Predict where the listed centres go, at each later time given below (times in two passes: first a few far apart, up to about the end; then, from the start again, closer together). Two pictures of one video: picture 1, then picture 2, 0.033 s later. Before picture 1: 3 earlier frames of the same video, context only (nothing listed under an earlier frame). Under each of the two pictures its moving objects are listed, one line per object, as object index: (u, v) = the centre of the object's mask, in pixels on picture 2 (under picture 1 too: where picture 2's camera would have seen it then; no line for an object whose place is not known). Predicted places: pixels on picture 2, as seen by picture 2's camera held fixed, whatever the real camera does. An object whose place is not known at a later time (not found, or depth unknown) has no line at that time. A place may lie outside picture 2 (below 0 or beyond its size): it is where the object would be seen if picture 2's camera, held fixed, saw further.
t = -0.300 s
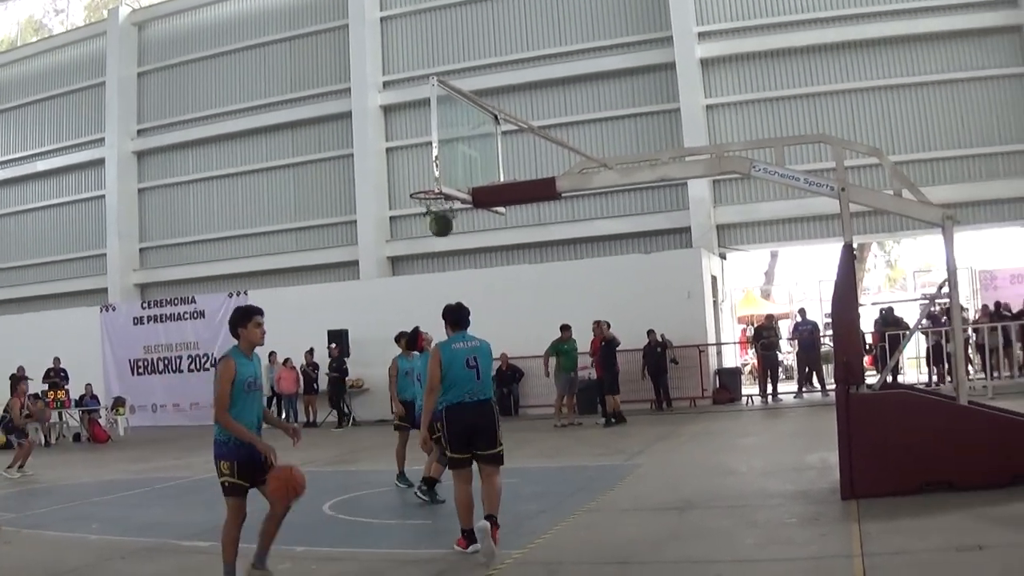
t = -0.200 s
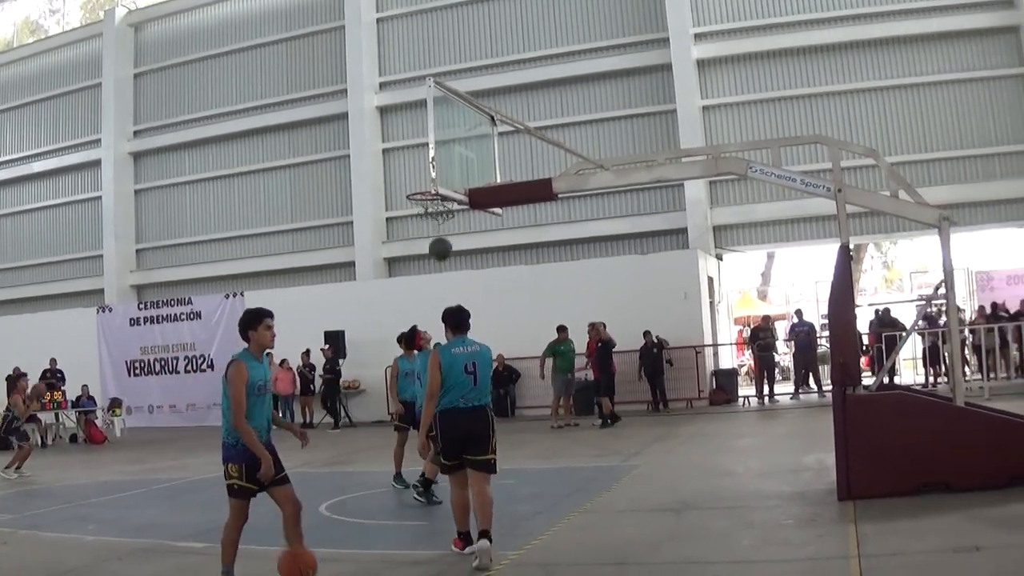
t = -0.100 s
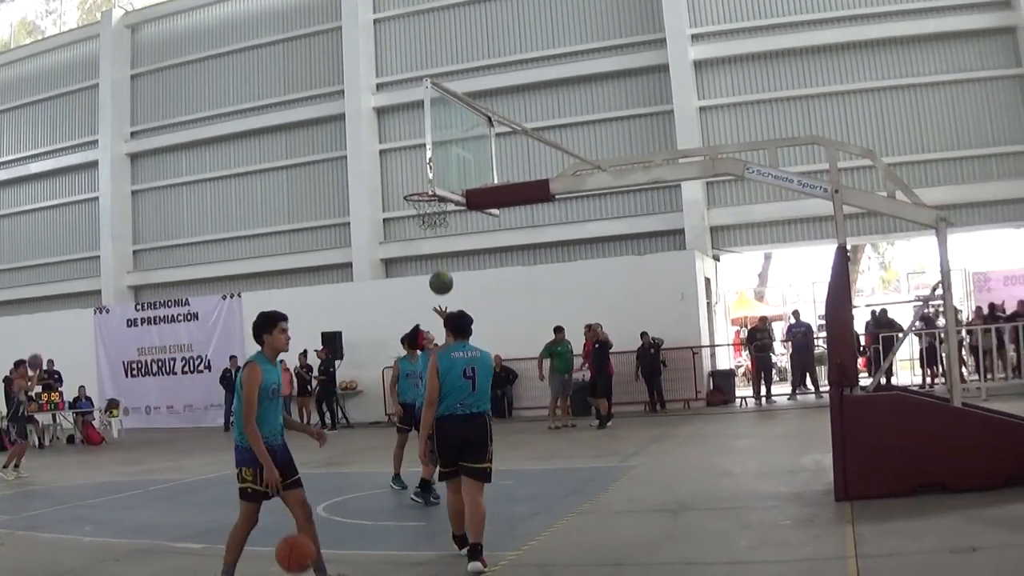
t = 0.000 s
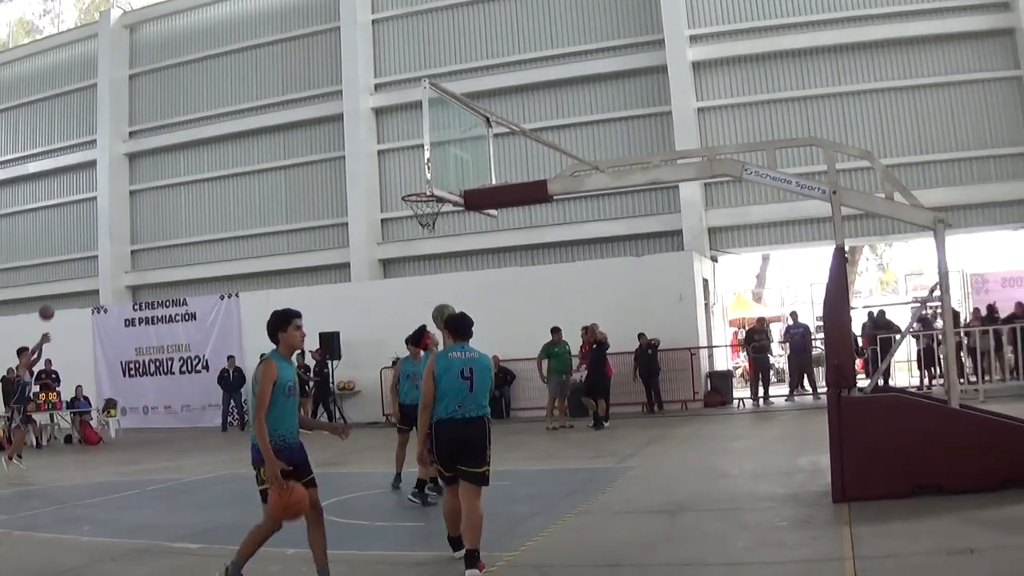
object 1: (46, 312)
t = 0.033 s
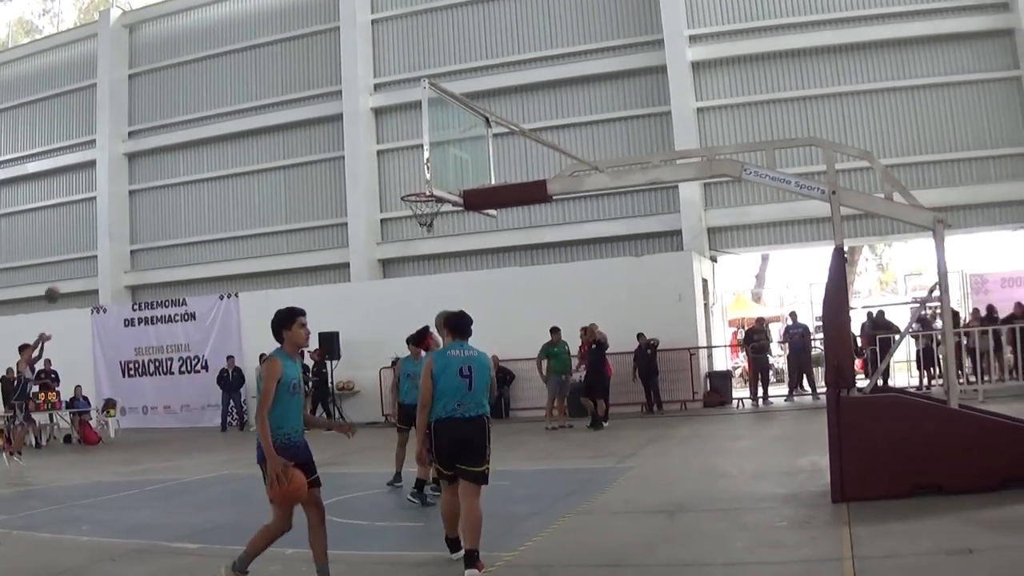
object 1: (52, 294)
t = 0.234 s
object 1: (97, 201)
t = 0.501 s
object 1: (160, 113)
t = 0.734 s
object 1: (223, 73)
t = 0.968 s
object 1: (295, 74)
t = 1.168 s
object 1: (369, 113)
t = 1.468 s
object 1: (447, 161)
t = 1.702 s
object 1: (398, 143)
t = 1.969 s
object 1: (353, 181)
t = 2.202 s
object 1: (318, 260)
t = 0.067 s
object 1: (59, 277)
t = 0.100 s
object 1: (66, 261)
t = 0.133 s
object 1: (73, 245)
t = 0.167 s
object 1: (80, 230)
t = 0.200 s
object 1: (88, 215)
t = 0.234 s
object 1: (97, 201)
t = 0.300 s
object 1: (111, 175)
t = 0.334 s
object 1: (119, 163)
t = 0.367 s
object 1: (127, 151)
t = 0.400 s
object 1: (135, 140)
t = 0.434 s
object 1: (144, 131)
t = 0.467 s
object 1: (152, 121)
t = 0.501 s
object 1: (160, 113)
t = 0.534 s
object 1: (169, 105)
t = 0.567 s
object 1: (178, 98)
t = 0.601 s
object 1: (186, 91)
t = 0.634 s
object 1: (195, 86)
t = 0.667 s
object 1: (205, 81)
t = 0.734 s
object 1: (223, 73)
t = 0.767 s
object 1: (233, 70)
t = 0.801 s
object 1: (242, 69)
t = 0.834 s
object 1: (252, 68)
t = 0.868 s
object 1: (263, 68)
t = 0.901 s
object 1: (274, 69)
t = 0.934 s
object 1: (285, 71)
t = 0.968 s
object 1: (295, 74)
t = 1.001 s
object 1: (307, 77)
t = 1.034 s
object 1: (319, 82)
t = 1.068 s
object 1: (331, 89)
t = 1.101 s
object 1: (343, 95)
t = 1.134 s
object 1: (356, 104)
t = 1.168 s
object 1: (369, 113)
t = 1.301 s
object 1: (419, 164)
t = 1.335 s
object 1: (441, 179)
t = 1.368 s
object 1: (449, 184)
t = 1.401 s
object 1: (461, 176)
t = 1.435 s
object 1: (455, 168)
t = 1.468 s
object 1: (447, 161)
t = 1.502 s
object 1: (440, 155)
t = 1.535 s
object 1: (436, 150)
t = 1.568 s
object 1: (423, 146)
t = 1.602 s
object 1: (416, 145)
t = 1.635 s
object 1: (411, 143)
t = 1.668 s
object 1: (404, 143)
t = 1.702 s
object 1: (398, 143)
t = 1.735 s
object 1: (392, 145)
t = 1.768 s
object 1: (386, 147)
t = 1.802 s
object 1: (380, 150)
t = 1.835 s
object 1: (374, 155)
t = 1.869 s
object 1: (369, 160)
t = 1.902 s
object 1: (364, 166)
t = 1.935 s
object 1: (358, 173)
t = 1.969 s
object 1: (353, 181)
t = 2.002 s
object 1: (348, 190)
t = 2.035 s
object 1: (342, 199)
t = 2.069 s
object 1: (338, 210)
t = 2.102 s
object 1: (332, 222)
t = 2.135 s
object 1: (328, 234)
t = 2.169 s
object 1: (323, 247)
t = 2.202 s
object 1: (318, 260)
